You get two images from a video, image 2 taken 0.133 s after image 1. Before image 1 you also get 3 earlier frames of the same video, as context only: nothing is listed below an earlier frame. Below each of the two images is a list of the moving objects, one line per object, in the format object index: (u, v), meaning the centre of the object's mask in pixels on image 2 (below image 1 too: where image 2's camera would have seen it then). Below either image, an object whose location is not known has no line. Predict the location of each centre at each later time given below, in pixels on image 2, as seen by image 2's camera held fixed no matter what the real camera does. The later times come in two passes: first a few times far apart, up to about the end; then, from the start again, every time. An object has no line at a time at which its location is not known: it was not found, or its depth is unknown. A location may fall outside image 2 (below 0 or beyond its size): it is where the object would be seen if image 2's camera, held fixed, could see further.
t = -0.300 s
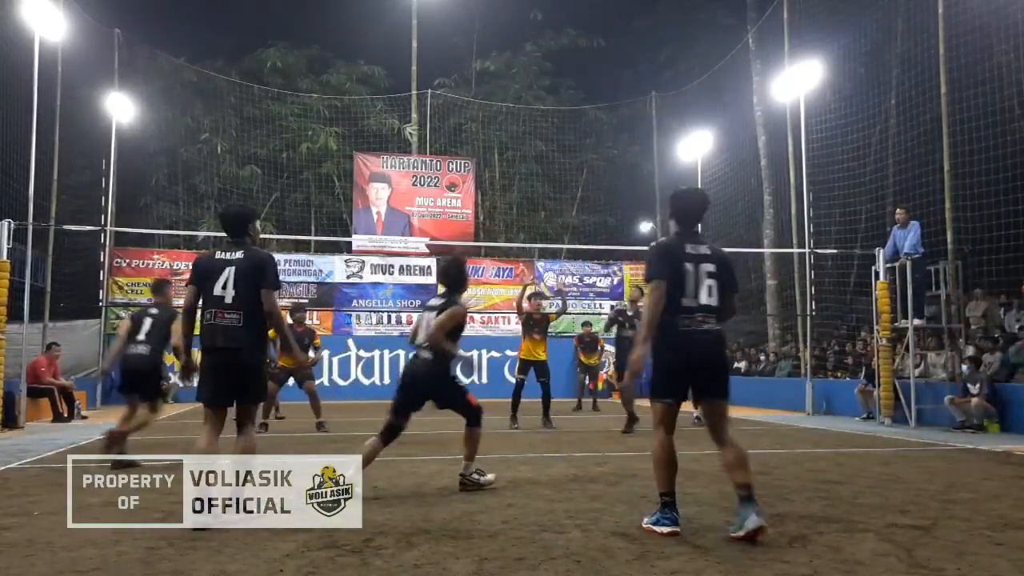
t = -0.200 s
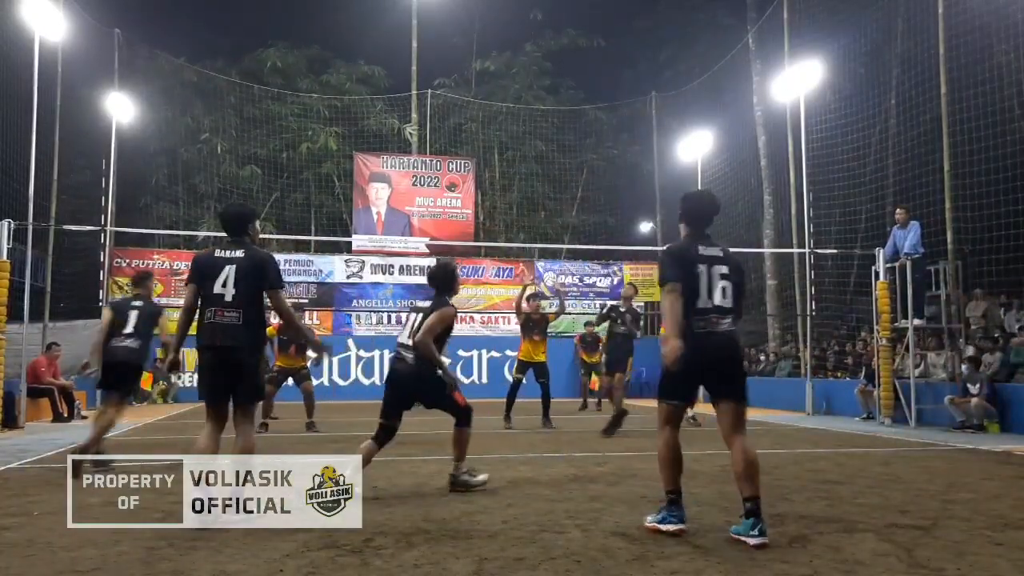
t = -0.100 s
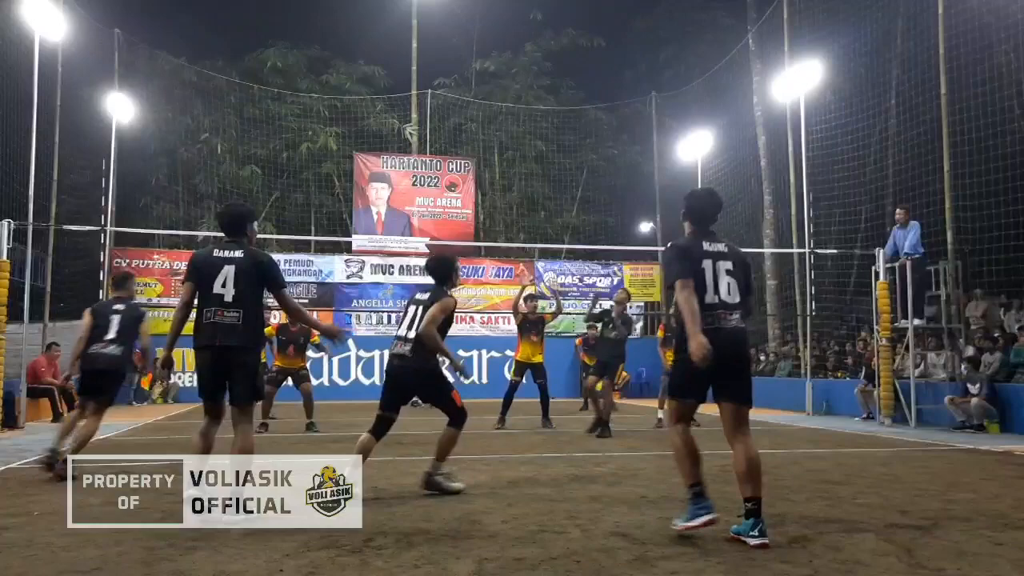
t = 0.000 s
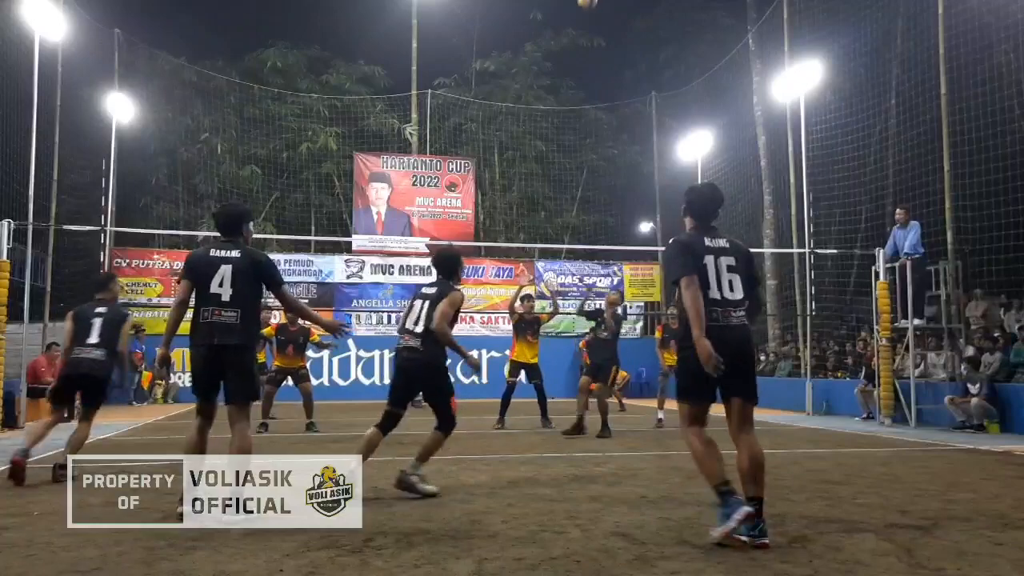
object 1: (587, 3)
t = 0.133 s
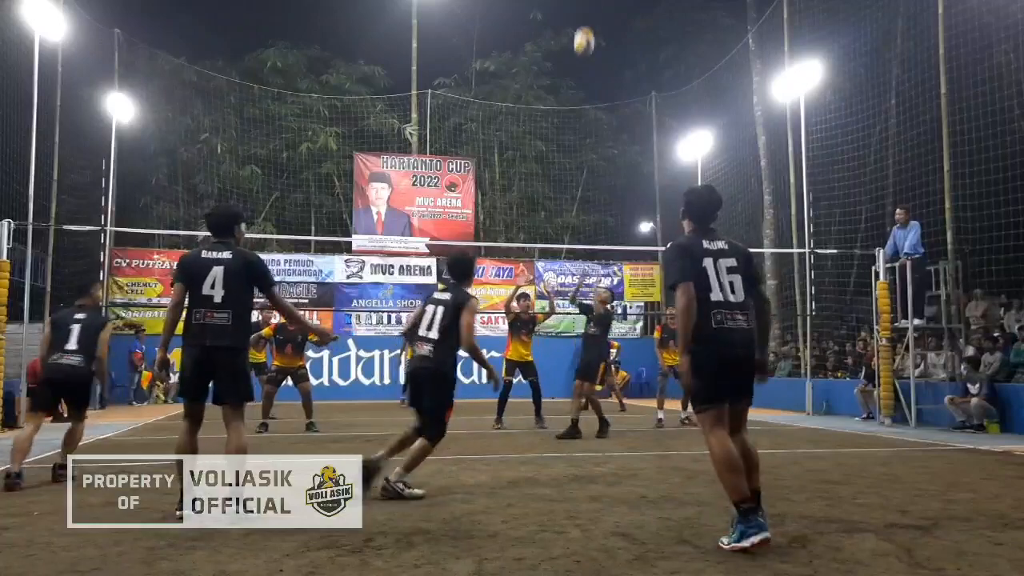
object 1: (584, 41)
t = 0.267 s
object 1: (580, 99)
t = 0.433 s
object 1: (577, 189)
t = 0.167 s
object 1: (583, 54)
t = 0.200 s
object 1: (582, 69)
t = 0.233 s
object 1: (581, 83)
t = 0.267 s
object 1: (580, 99)
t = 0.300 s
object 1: (580, 115)
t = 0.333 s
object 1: (579, 132)
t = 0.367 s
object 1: (578, 151)
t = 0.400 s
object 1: (577, 169)
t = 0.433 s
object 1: (577, 189)
